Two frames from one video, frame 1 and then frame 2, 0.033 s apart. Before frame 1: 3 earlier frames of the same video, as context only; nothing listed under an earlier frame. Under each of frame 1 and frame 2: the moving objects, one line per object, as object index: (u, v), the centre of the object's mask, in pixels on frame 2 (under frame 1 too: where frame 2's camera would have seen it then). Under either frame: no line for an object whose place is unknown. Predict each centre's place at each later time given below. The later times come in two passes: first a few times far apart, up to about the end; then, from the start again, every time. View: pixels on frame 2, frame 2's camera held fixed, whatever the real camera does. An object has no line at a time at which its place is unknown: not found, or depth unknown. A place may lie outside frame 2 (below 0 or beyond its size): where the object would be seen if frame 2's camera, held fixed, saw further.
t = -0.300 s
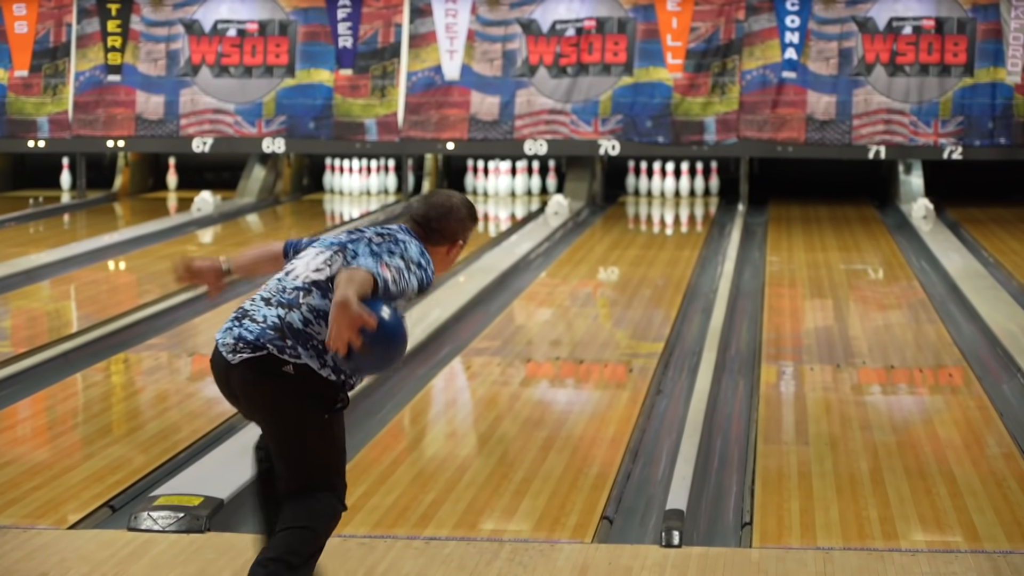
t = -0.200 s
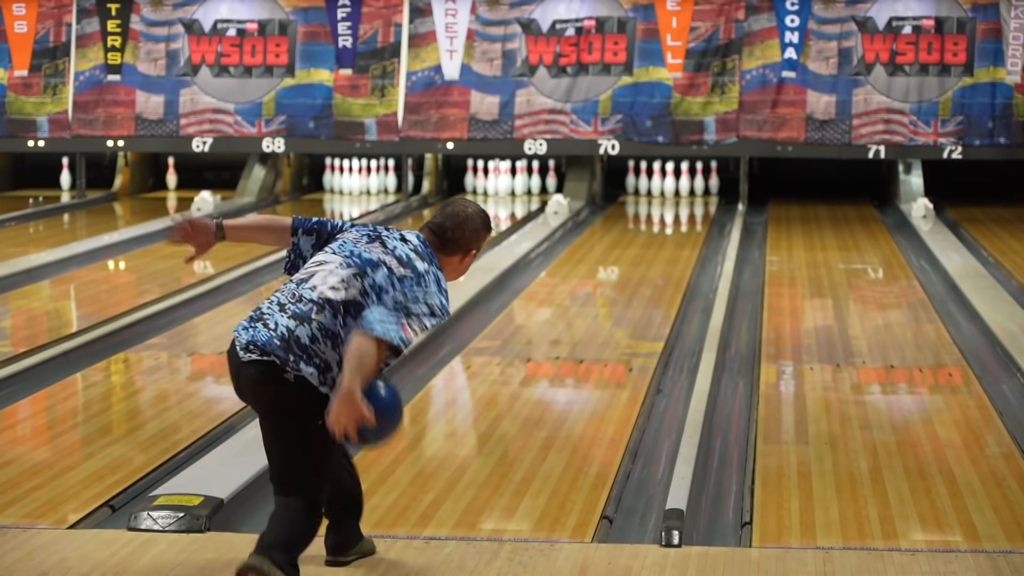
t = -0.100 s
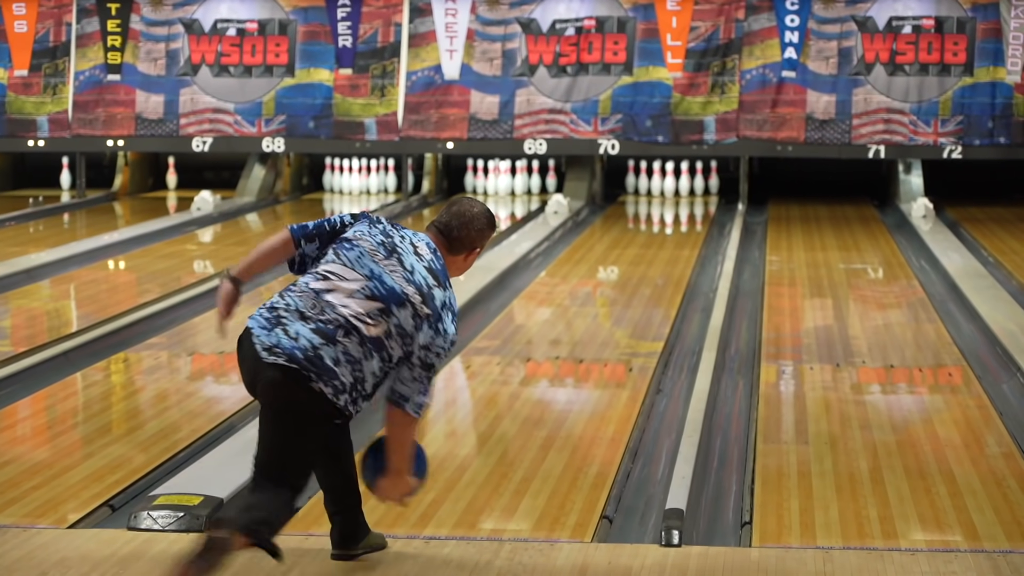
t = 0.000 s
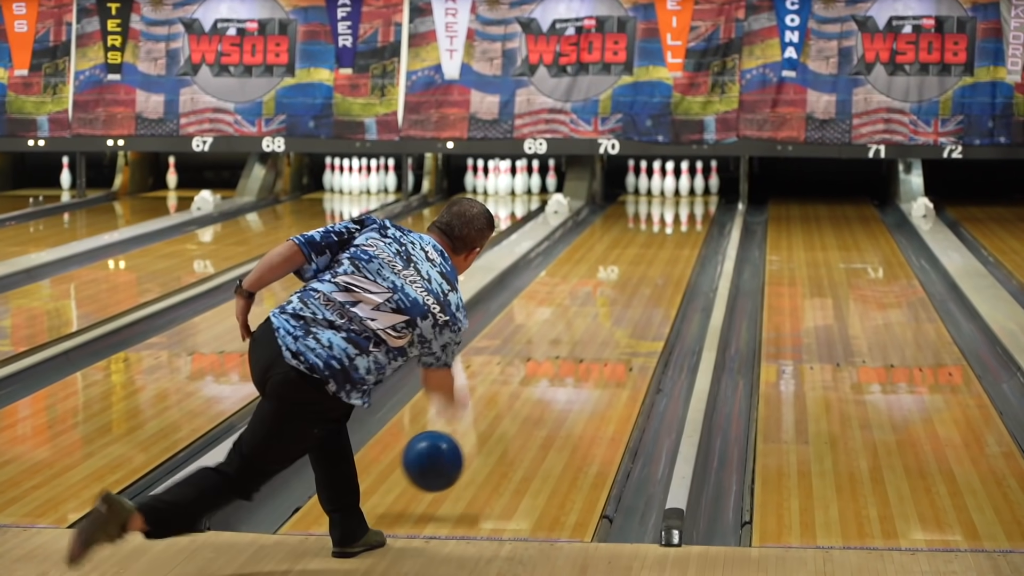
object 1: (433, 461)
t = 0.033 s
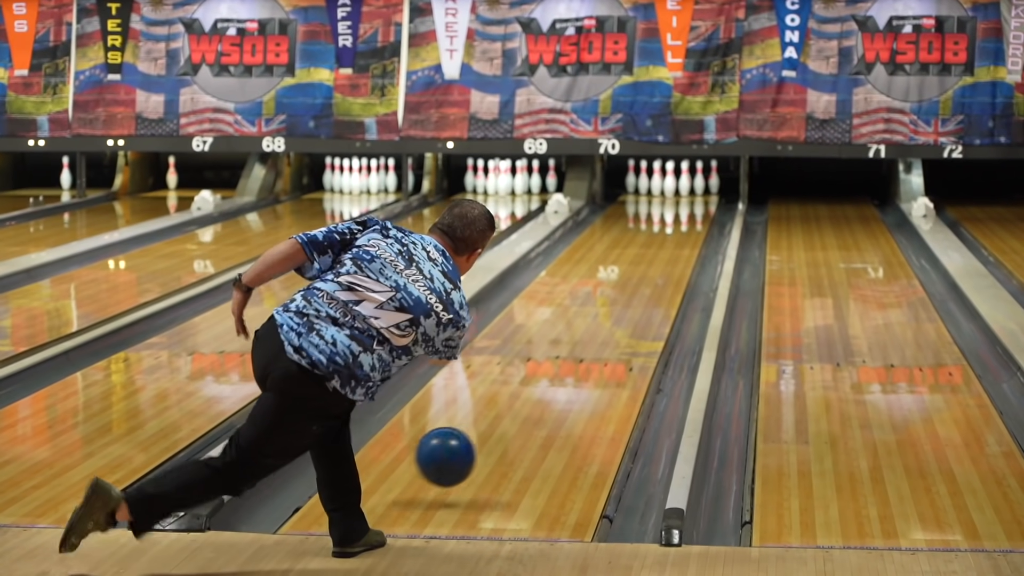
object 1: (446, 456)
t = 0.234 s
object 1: (508, 415)
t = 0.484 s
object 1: (564, 358)
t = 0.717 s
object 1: (602, 321)
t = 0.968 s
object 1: (633, 288)
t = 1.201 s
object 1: (655, 264)
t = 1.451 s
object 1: (674, 244)
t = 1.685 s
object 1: (686, 228)
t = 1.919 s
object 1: (694, 215)
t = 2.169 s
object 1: (694, 204)
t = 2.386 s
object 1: (687, 195)
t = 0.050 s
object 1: (452, 456)
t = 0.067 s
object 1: (457, 455)
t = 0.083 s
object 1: (463, 456)
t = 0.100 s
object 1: (469, 454)
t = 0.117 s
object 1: (474, 448)
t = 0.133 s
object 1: (480, 443)
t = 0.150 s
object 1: (485, 439)
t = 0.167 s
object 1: (490, 434)
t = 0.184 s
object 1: (494, 429)
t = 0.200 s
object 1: (499, 424)
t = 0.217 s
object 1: (504, 420)
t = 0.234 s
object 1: (508, 415)
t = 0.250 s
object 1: (513, 411)
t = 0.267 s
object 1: (517, 406)
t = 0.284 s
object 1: (521, 402)
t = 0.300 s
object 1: (525, 398)
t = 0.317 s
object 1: (529, 394)
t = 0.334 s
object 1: (533, 390)
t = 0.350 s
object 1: (537, 386)
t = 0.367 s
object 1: (540, 382)
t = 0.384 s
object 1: (544, 379)
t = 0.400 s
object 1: (548, 375)
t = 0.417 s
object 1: (551, 371)
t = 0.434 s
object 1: (554, 368)
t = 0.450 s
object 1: (558, 364)
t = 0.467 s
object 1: (561, 361)
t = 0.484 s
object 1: (564, 358)
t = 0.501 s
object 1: (567, 355)
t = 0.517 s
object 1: (570, 352)
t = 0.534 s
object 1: (573, 349)
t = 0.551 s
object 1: (576, 346)
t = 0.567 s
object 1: (579, 343)
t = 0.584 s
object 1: (582, 340)
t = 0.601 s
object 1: (584, 338)
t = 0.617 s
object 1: (587, 335)
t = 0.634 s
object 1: (590, 333)
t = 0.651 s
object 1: (592, 330)
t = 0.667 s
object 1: (595, 328)
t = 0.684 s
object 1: (598, 325)
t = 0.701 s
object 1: (600, 323)
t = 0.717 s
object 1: (602, 321)
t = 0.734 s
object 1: (605, 318)
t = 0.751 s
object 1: (607, 316)
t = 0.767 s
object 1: (609, 314)
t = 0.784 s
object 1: (611, 311)
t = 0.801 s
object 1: (614, 309)
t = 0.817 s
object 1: (616, 307)
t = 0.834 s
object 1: (618, 305)
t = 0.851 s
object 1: (620, 302)
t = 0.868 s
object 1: (622, 300)
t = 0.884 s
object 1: (624, 298)
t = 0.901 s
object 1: (626, 296)
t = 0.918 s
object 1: (627, 294)
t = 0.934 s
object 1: (629, 292)
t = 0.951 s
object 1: (631, 290)
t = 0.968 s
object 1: (633, 288)
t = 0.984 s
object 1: (635, 286)
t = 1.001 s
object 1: (636, 284)
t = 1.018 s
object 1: (638, 283)
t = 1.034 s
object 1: (640, 281)
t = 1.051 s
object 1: (641, 279)
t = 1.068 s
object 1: (643, 277)
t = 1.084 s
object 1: (645, 276)
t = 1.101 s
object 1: (646, 274)
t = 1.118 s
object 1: (648, 272)
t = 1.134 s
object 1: (649, 270)
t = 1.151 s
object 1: (651, 269)
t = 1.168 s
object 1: (652, 267)
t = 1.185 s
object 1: (654, 266)
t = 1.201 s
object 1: (655, 264)
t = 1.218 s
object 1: (657, 263)
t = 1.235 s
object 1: (658, 261)
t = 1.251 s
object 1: (659, 260)
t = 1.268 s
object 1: (661, 258)
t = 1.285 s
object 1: (662, 257)
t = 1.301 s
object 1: (663, 255)
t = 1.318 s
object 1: (665, 254)
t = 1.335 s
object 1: (666, 253)
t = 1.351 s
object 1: (667, 251)
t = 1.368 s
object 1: (668, 250)
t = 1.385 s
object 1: (669, 249)
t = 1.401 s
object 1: (670, 248)
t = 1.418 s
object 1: (671, 247)
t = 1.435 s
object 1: (673, 245)
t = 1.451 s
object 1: (674, 244)
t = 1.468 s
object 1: (674, 243)
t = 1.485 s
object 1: (675, 242)
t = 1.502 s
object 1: (677, 240)
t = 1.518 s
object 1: (678, 239)
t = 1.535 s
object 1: (678, 238)
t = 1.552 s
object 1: (679, 237)
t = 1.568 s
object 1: (680, 236)
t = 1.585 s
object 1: (681, 235)
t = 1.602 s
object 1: (682, 234)
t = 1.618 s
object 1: (683, 232)
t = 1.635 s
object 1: (684, 231)
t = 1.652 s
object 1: (684, 230)
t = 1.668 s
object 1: (685, 229)
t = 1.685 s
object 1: (686, 228)
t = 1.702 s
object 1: (687, 227)
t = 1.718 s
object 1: (687, 226)
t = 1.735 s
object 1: (688, 225)
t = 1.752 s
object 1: (689, 224)
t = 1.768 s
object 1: (689, 223)
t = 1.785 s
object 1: (690, 222)
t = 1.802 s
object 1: (691, 221)
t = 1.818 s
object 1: (691, 220)
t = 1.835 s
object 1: (691, 220)
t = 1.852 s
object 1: (692, 218)
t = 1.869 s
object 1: (692, 217)
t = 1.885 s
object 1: (693, 217)
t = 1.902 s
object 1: (693, 216)
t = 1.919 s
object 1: (694, 215)
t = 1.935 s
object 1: (694, 214)
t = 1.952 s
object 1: (694, 213)
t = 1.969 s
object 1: (694, 212)
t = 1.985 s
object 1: (695, 211)
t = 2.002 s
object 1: (695, 211)
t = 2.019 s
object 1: (695, 210)
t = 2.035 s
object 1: (695, 209)
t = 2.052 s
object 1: (695, 208)
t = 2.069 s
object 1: (695, 208)
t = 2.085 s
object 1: (695, 207)
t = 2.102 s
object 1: (695, 206)
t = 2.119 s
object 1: (694, 206)
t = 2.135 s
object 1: (694, 205)
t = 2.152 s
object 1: (694, 204)
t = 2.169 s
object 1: (694, 204)
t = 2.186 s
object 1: (693, 203)
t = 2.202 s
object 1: (693, 202)
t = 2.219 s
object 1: (693, 201)
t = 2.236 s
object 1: (692, 201)
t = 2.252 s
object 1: (692, 200)
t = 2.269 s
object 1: (692, 199)
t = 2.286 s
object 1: (691, 199)
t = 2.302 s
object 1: (690, 198)
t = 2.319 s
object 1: (690, 197)
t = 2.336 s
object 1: (689, 197)
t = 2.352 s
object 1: (689, 196)
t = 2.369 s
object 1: (688, 195)
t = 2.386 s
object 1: (687, 195)
